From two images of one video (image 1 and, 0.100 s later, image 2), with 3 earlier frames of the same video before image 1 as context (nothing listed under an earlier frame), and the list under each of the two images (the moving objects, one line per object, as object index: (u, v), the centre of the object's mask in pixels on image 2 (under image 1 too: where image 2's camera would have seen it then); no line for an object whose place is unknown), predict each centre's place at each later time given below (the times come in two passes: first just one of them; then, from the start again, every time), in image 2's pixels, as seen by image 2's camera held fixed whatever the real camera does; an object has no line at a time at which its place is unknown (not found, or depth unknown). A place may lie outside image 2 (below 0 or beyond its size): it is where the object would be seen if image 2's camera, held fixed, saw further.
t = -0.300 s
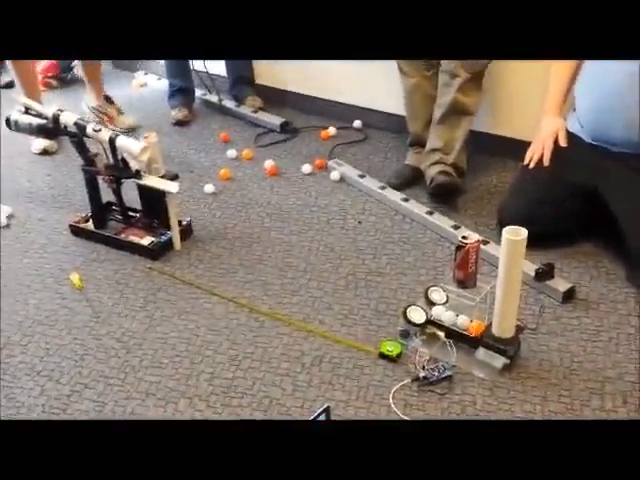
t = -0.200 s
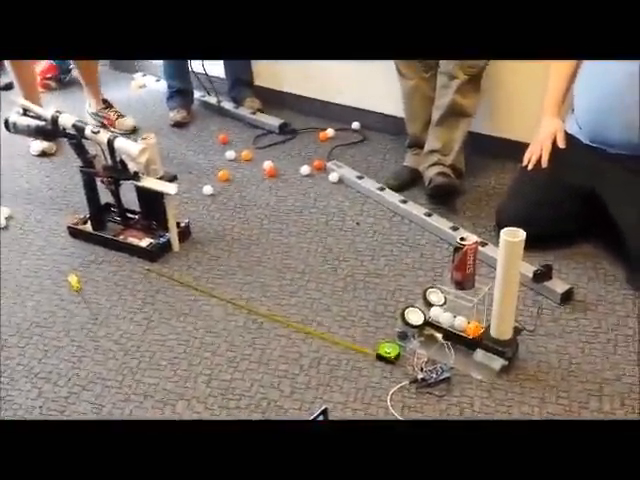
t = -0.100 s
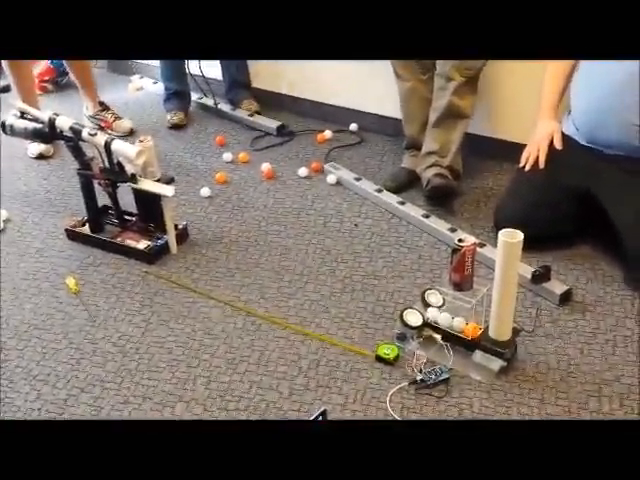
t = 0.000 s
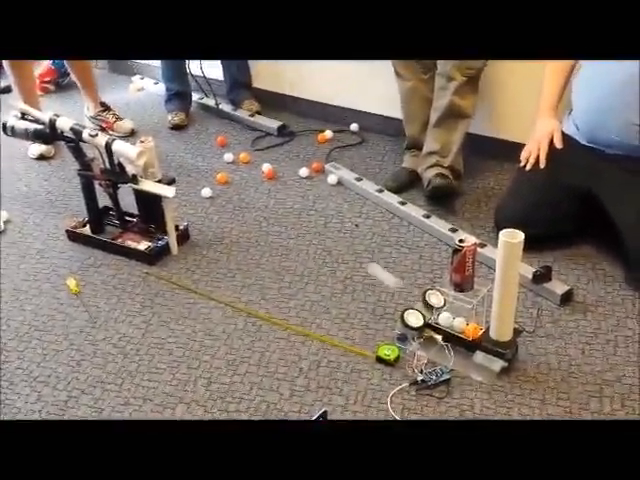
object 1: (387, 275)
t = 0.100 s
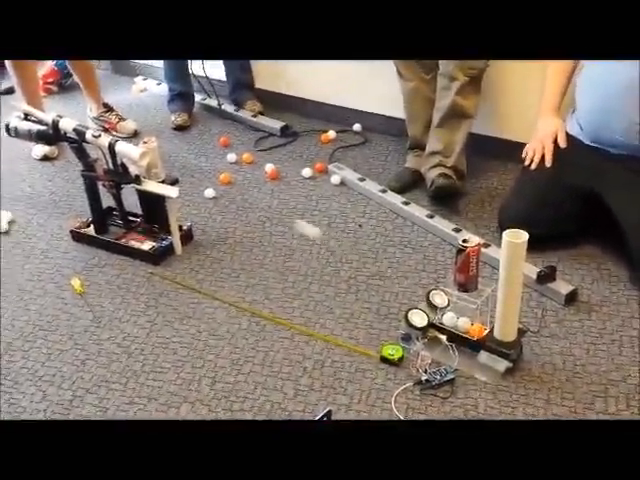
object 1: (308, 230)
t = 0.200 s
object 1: (240, 213)
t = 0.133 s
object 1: (284, 220)
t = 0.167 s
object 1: (261, 215)
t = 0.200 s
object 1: (240, 213)
